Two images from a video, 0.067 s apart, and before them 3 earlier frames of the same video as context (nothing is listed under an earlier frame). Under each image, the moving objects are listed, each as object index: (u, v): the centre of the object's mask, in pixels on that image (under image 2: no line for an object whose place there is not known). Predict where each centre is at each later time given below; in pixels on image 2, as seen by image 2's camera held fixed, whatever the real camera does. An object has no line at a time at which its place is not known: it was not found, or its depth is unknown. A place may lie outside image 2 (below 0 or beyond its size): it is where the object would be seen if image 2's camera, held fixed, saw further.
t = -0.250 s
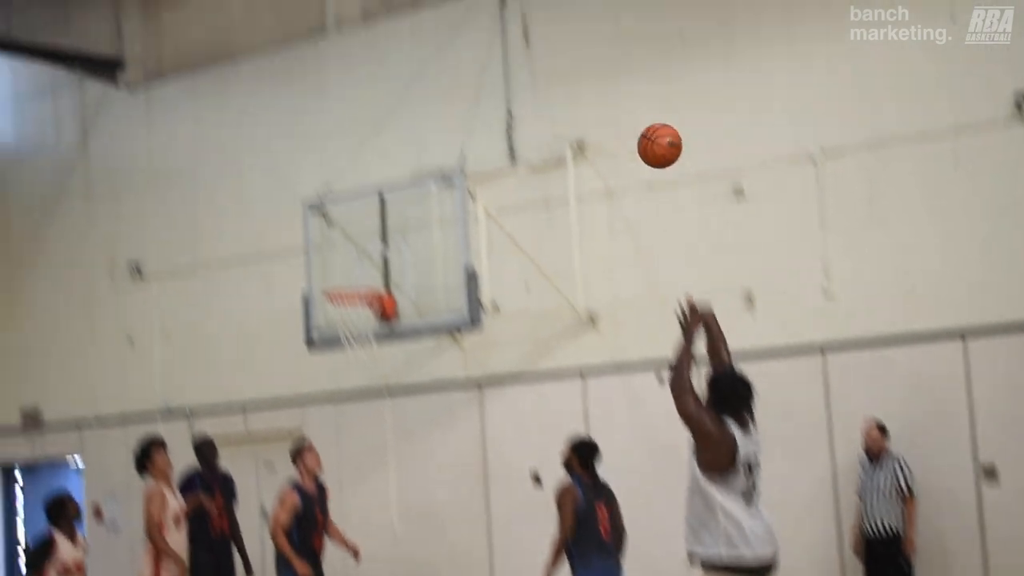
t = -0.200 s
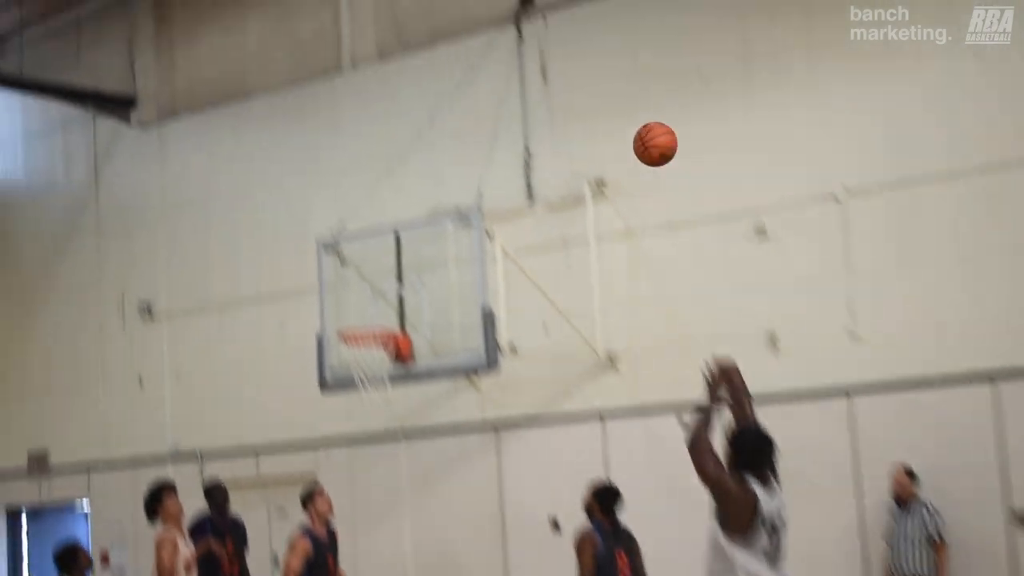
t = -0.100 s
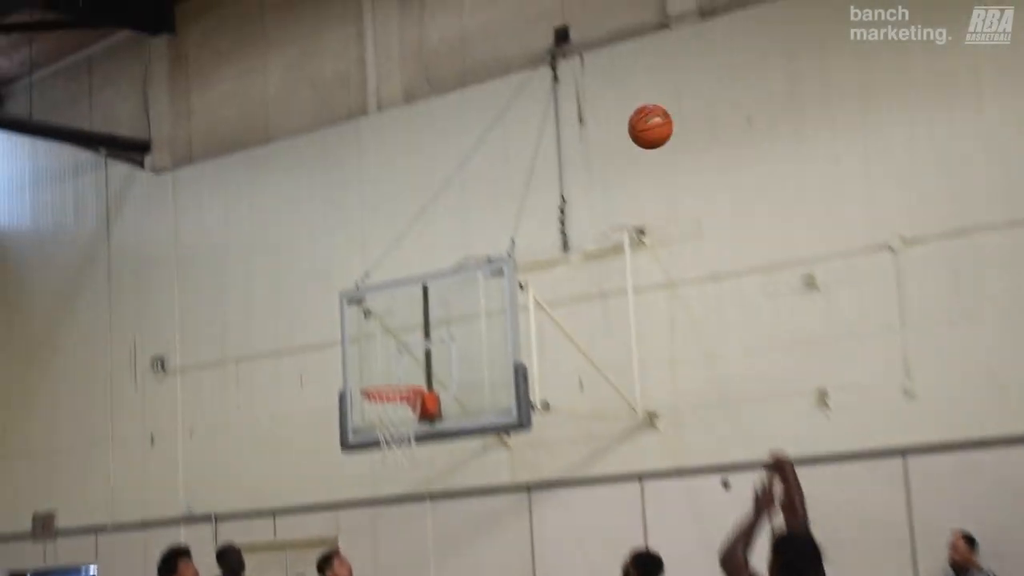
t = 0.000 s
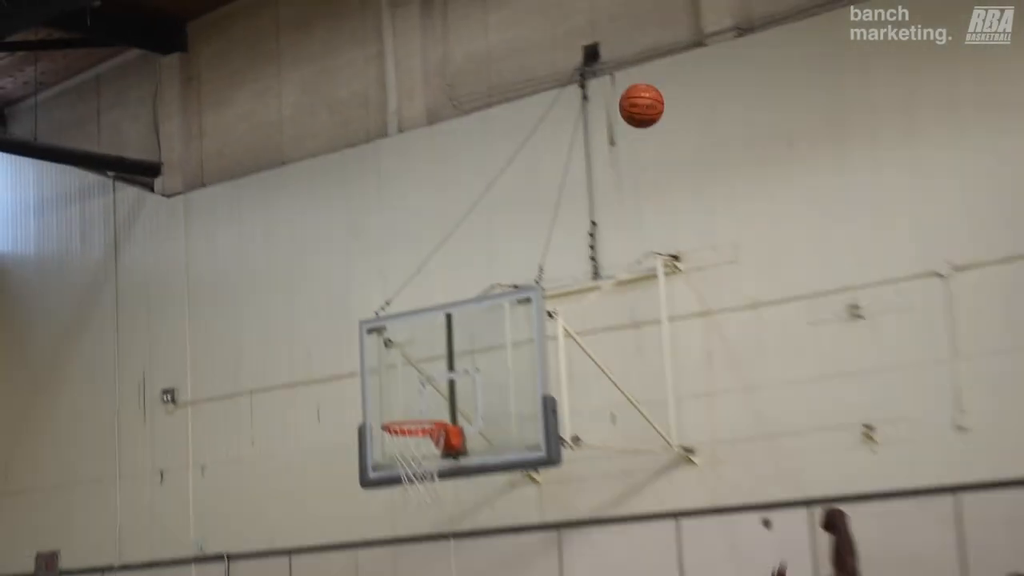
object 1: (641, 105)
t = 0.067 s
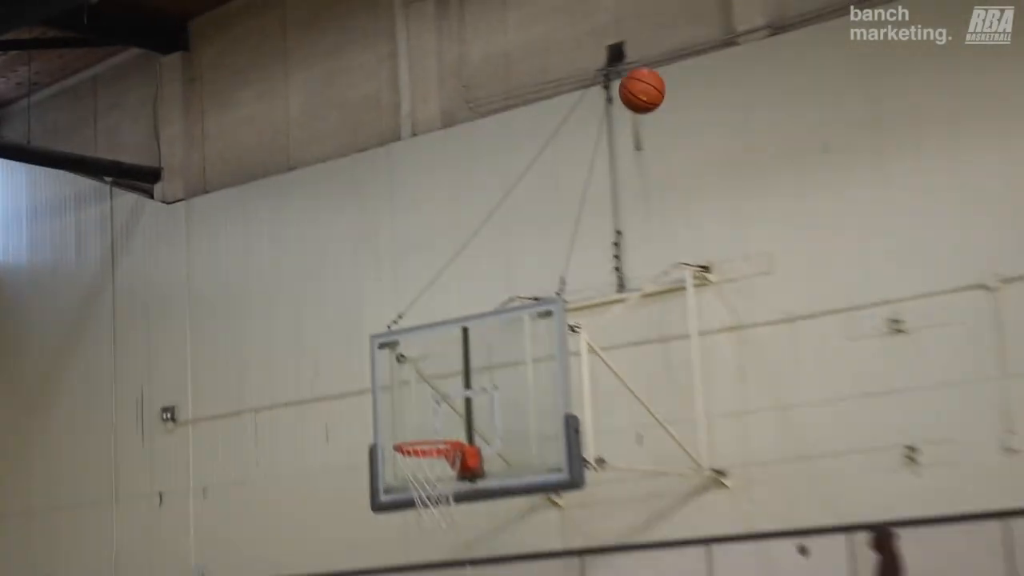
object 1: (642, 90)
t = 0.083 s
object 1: (635, 87)
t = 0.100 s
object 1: (629, 85)
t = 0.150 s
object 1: (611, 81)
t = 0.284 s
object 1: (567, 90)
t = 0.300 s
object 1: (562, 94)
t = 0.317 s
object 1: (558, 97)
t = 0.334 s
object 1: (552, 101)
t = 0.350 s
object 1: (547, 106)
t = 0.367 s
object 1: (543, 110)
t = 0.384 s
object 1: (538, 115)
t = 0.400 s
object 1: (534, 121)
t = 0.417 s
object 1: (530, 126)
